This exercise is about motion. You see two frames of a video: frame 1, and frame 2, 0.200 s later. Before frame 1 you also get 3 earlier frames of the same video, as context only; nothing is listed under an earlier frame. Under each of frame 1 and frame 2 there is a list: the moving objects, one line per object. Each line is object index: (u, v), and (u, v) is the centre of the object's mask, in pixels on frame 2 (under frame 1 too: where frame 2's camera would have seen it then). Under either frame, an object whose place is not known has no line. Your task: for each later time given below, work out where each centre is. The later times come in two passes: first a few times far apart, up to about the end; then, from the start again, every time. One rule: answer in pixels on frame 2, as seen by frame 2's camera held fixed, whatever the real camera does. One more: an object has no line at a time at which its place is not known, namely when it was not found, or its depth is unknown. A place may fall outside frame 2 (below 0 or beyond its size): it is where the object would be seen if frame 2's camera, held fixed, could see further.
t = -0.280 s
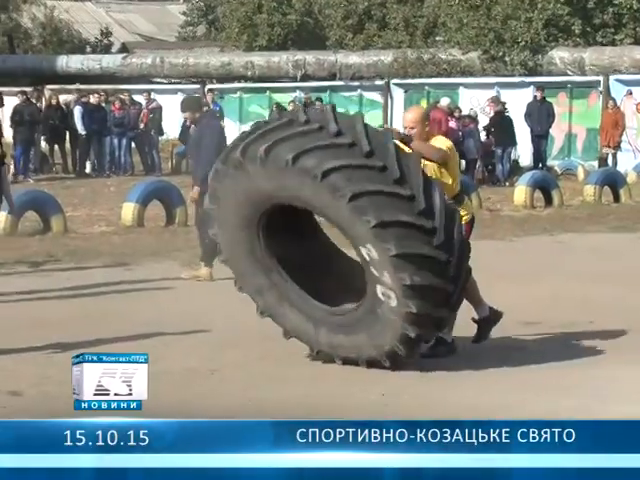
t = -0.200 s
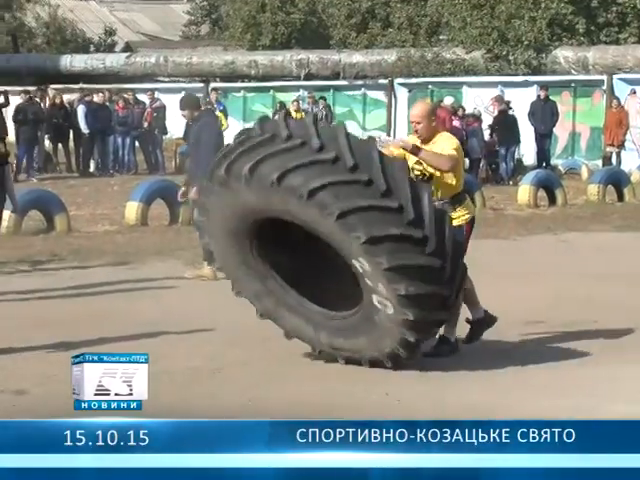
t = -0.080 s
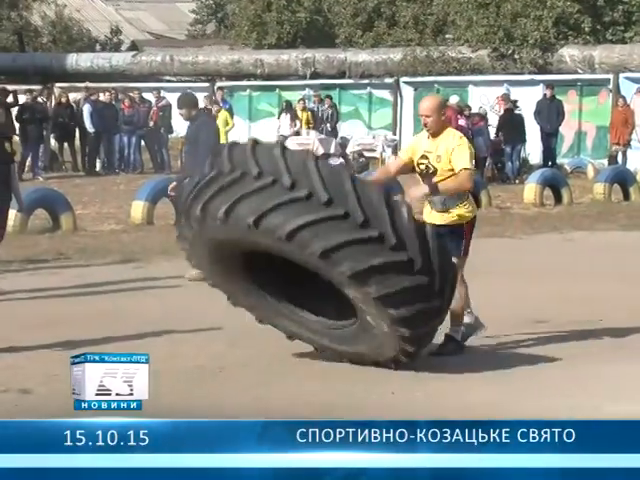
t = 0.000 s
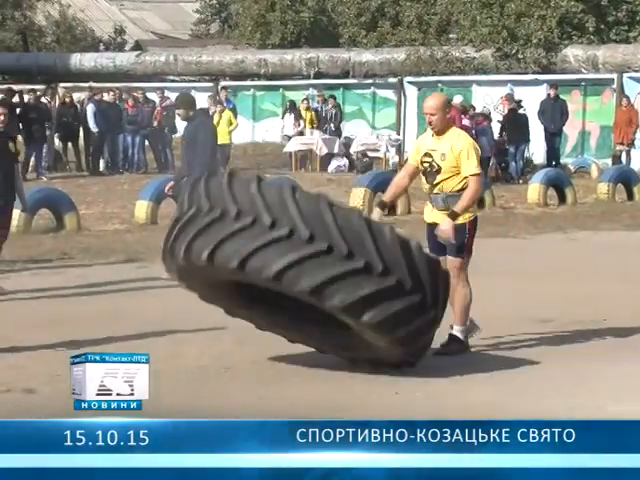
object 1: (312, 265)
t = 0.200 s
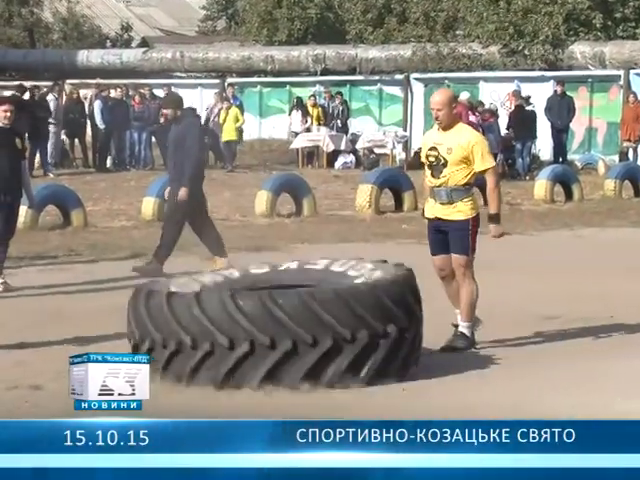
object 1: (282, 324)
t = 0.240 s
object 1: (274, 322)
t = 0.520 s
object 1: (246, 322)
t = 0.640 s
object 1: (242, 324)
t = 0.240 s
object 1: (274, 322)
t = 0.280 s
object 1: (266, 320)
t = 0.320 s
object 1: (260, 315)
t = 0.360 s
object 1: (255, 312)
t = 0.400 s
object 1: (251, 313)
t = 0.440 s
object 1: (248, 318)
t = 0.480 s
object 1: (245, 323)
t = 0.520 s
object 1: (246, 322)
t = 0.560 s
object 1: (247, 321)
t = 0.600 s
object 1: (245, 322)
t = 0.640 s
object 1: (242, 324)
